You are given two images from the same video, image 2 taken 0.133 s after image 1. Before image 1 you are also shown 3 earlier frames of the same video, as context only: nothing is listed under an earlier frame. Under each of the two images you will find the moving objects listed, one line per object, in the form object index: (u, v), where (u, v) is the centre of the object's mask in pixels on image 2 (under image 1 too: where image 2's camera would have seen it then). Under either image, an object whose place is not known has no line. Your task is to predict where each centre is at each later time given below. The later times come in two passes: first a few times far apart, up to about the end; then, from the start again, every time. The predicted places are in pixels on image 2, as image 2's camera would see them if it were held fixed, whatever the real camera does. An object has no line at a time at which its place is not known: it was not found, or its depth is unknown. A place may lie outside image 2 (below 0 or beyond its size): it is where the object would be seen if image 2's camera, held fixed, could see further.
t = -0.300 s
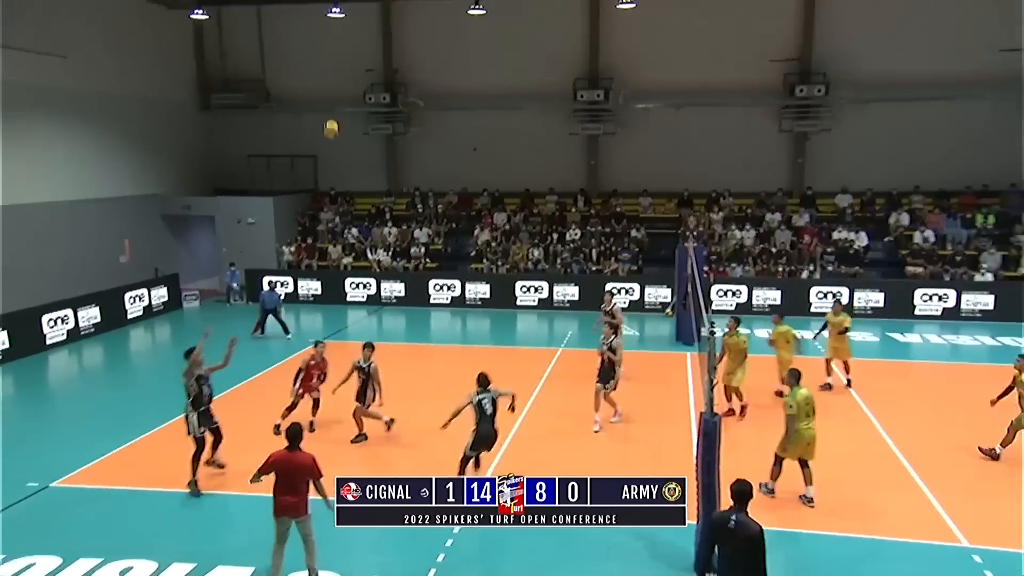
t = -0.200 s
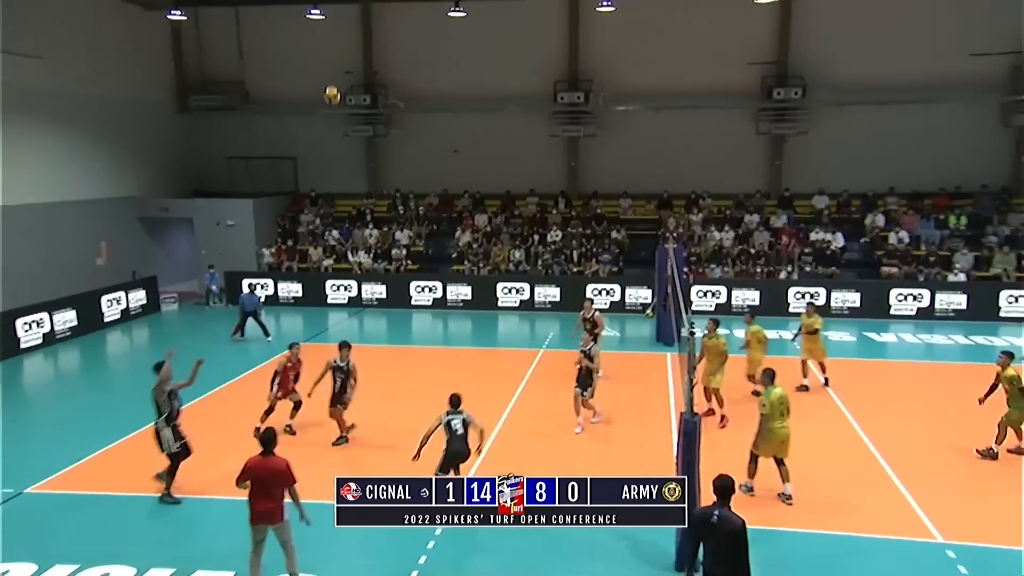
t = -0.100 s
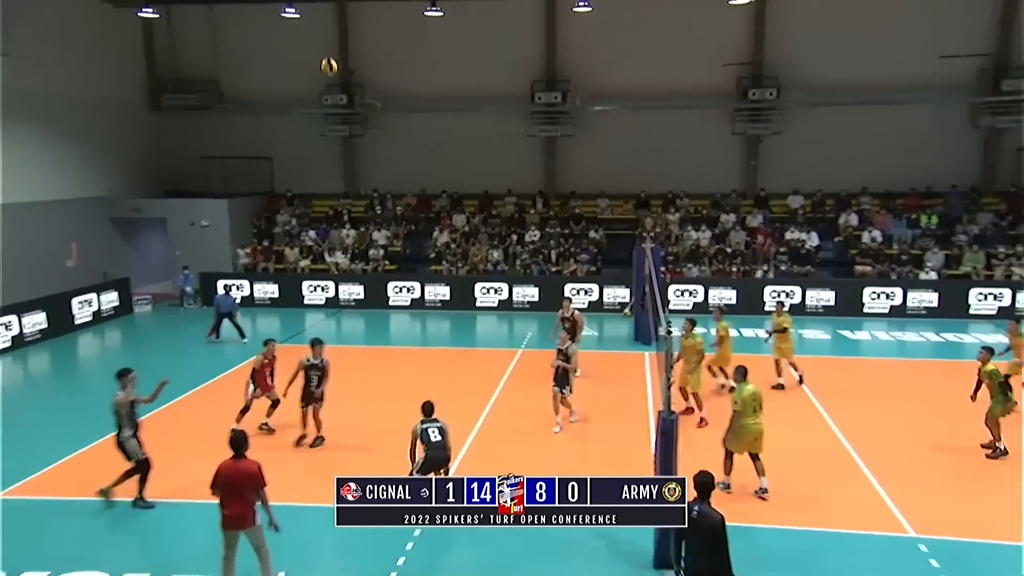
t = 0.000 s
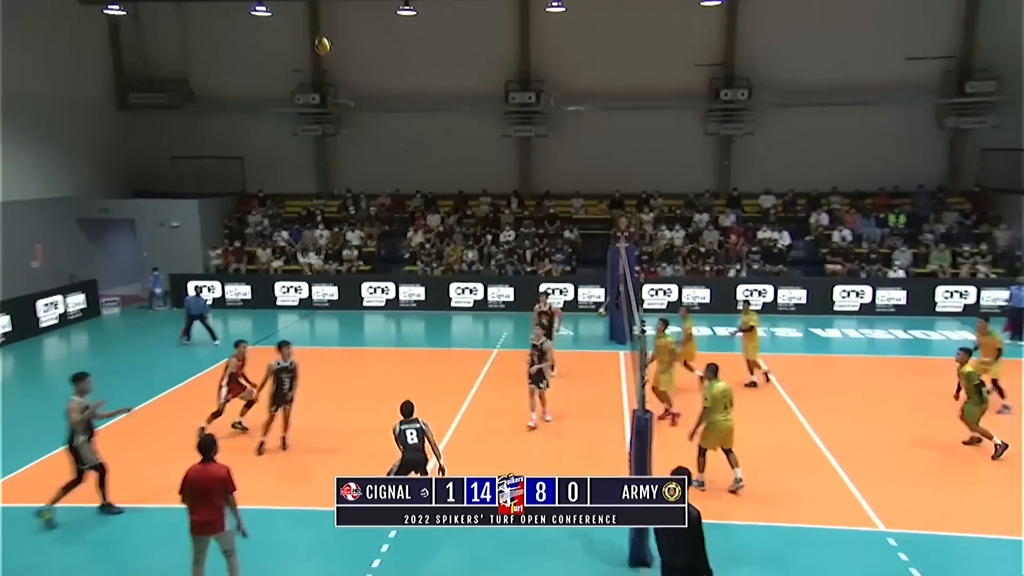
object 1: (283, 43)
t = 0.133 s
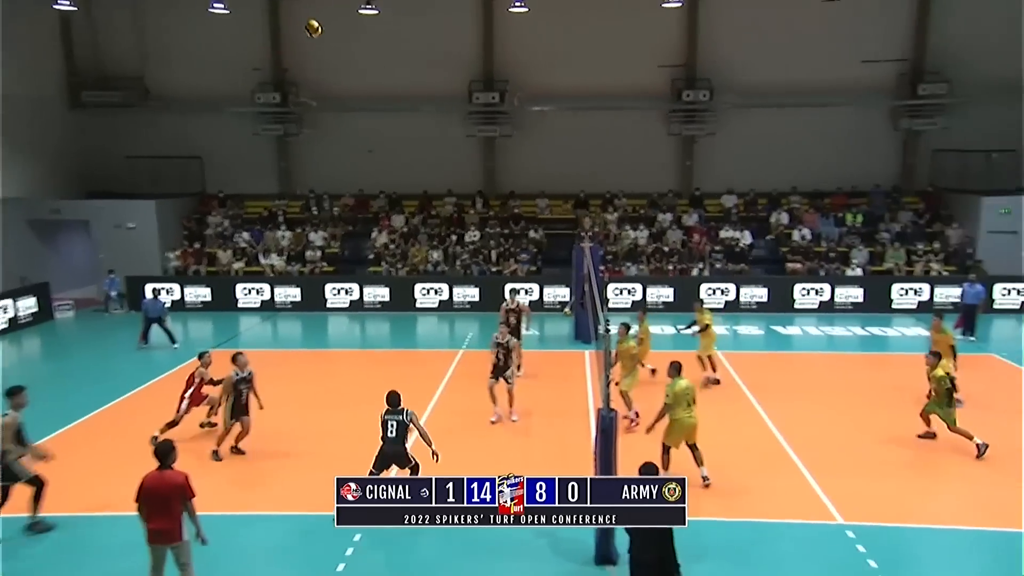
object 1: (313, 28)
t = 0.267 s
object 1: (343, 26)
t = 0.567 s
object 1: (407, 68)
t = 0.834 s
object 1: (459, 152)
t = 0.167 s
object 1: (321, 26)
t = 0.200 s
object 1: (329, 26)
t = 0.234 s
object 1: (336, 25)
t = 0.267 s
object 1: (343, 26)
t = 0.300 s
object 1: (350, 28)
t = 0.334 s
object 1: (357, 30)
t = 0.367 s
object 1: (364, 33)
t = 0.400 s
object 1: (371, 37)
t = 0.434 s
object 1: (378, 42)
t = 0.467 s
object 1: (386, 47)
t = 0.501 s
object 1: (393, 52)
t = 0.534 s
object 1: (400, 60)
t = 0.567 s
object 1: (407, 68)
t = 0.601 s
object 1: (414, 76)
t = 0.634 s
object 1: (421, 84)
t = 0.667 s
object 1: (427, 95)
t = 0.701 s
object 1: (434, 104)
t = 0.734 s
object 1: (441, 116)
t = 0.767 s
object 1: (447, 128)
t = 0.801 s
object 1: (454, 140)
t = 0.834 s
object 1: (459, 152)
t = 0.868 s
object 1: (466, 166)
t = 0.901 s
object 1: (472, 180)
